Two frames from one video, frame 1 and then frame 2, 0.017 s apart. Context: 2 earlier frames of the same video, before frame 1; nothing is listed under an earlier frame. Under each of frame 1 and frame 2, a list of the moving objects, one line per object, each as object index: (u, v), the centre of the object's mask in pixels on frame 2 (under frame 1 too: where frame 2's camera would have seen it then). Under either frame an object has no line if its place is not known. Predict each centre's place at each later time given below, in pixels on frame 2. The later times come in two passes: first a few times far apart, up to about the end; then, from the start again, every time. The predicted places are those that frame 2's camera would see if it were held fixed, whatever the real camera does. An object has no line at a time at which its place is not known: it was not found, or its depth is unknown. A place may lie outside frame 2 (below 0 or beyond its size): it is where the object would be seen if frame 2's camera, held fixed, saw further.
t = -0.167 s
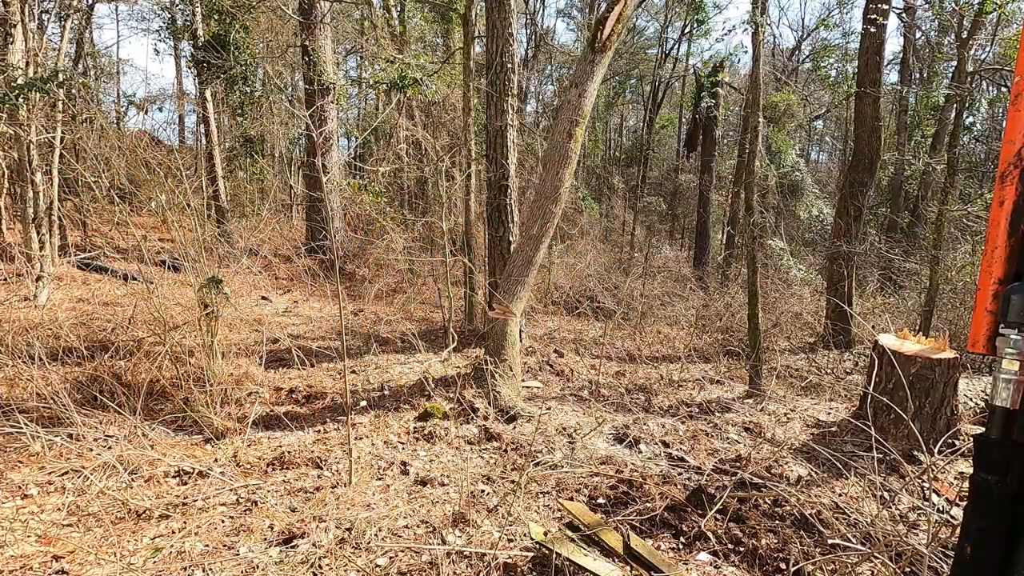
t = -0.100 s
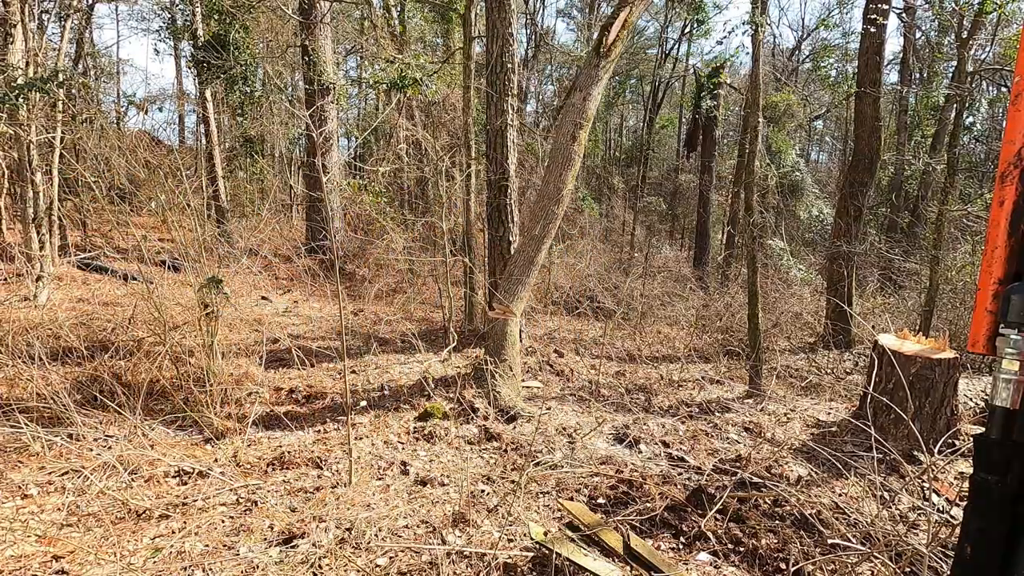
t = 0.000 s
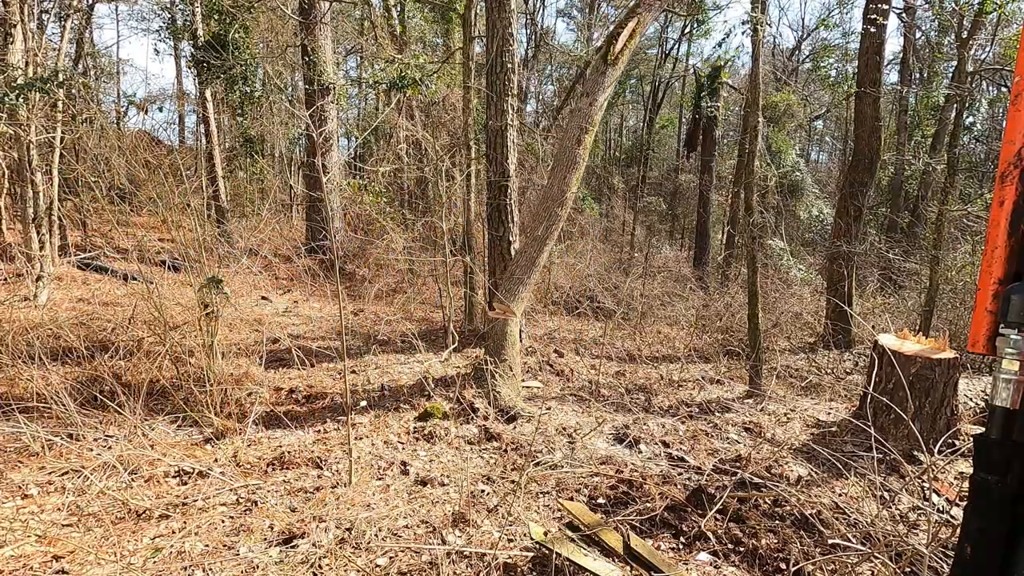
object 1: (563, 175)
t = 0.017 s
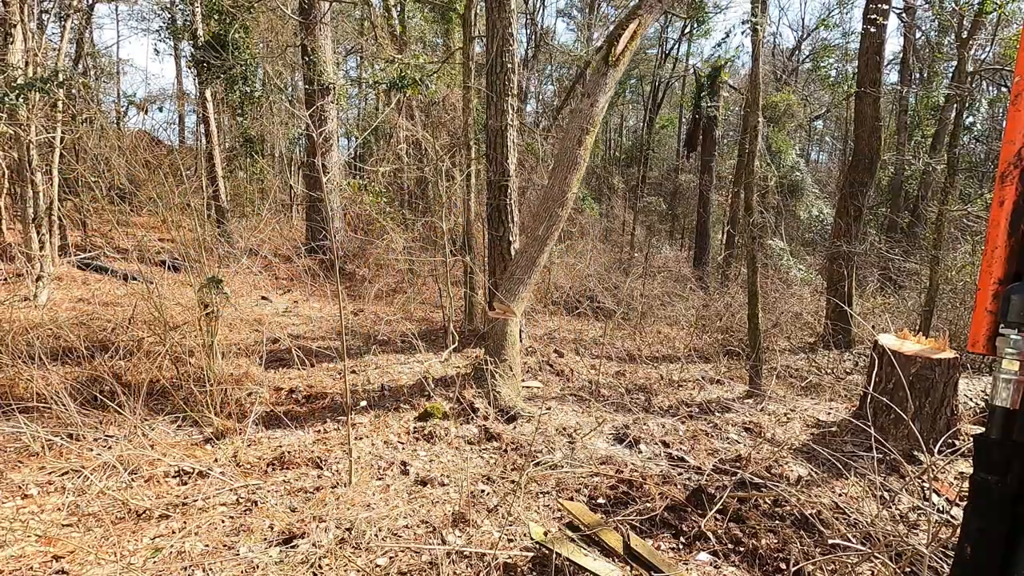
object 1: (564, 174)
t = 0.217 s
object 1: (576, 179)
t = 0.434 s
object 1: (585, 179)
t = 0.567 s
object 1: (591, 181)
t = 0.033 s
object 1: (566, 172)
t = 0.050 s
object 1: (568, 168)
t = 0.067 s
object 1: (570, 172)
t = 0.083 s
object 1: (570, 176)
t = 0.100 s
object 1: (571, 177)
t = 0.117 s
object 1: (572, 178)
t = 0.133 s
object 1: (573, 178)
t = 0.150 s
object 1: (574, 177)
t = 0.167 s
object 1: (575, 177)
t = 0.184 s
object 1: (575, 177)
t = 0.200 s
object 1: (576, 175)
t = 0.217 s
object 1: (576, 179)
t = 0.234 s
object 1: (578, 178)
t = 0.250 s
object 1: (579, 178)
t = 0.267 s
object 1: (581, 176)
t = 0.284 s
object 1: (582, 175)
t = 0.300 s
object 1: (581, 178)
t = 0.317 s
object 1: (582, 177)
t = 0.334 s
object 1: (584, 176)
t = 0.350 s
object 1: (584, 176)
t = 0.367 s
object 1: (584, 176)
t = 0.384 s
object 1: (584, 176)
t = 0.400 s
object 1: (585, 175)
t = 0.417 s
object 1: (585, 177)
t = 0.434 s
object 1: (585, 179)
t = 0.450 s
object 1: (586, 177)
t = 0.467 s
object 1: (588, 176)
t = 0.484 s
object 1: (589, 177)
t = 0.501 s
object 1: (589, 179)
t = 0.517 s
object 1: (590, 179)
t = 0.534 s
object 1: (591, 178)
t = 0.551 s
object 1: (590, 182)
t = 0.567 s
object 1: (591, 181)
